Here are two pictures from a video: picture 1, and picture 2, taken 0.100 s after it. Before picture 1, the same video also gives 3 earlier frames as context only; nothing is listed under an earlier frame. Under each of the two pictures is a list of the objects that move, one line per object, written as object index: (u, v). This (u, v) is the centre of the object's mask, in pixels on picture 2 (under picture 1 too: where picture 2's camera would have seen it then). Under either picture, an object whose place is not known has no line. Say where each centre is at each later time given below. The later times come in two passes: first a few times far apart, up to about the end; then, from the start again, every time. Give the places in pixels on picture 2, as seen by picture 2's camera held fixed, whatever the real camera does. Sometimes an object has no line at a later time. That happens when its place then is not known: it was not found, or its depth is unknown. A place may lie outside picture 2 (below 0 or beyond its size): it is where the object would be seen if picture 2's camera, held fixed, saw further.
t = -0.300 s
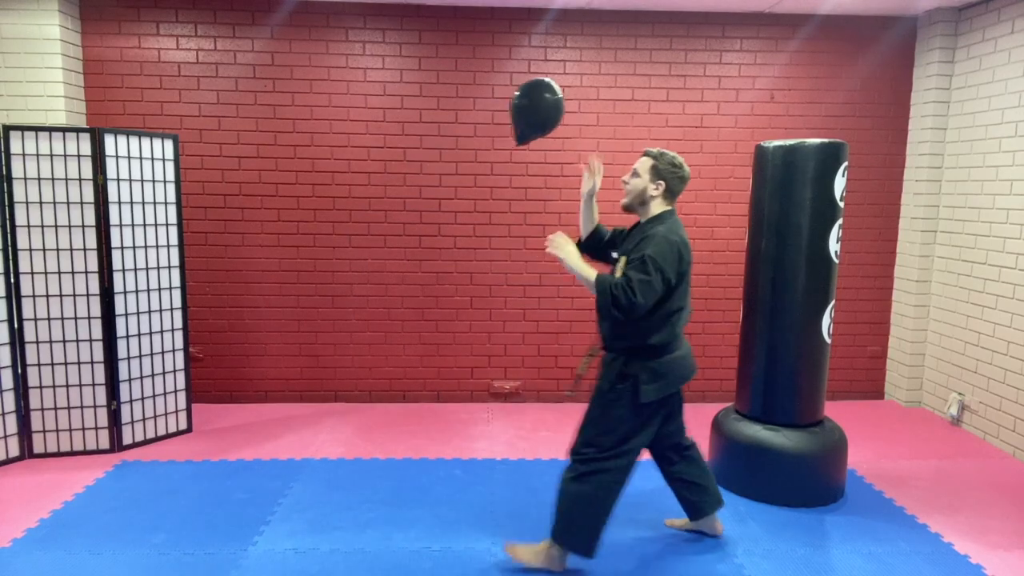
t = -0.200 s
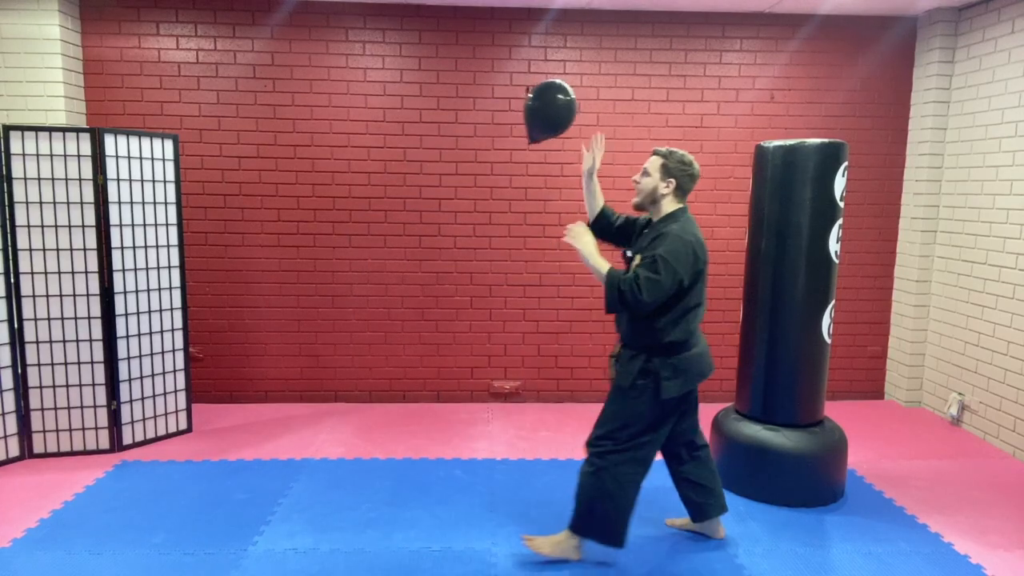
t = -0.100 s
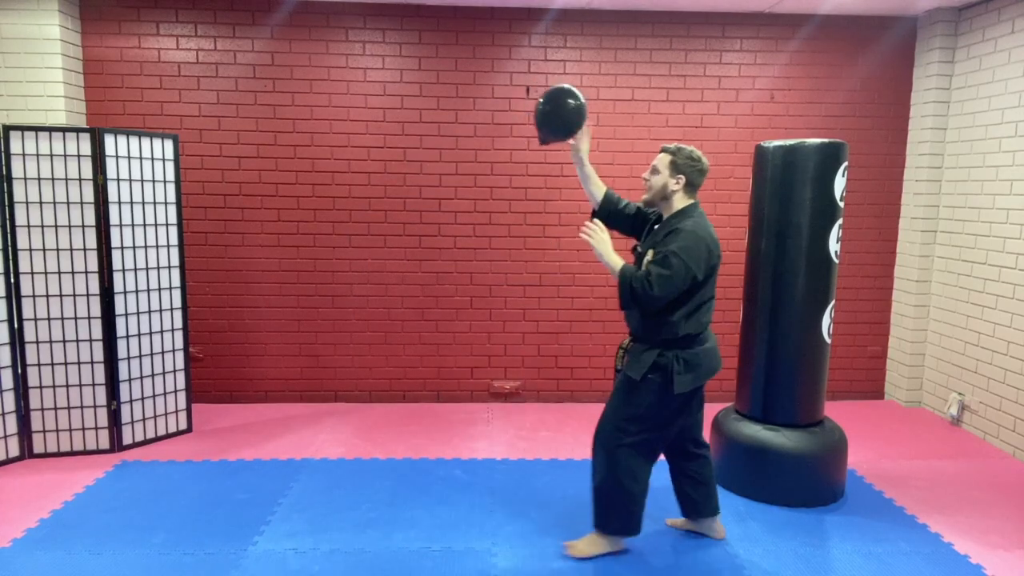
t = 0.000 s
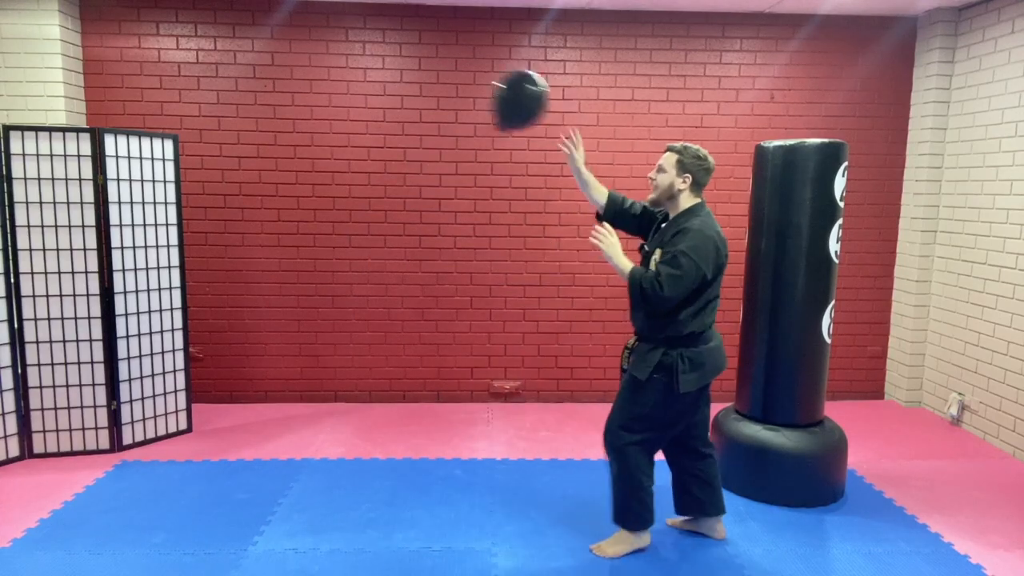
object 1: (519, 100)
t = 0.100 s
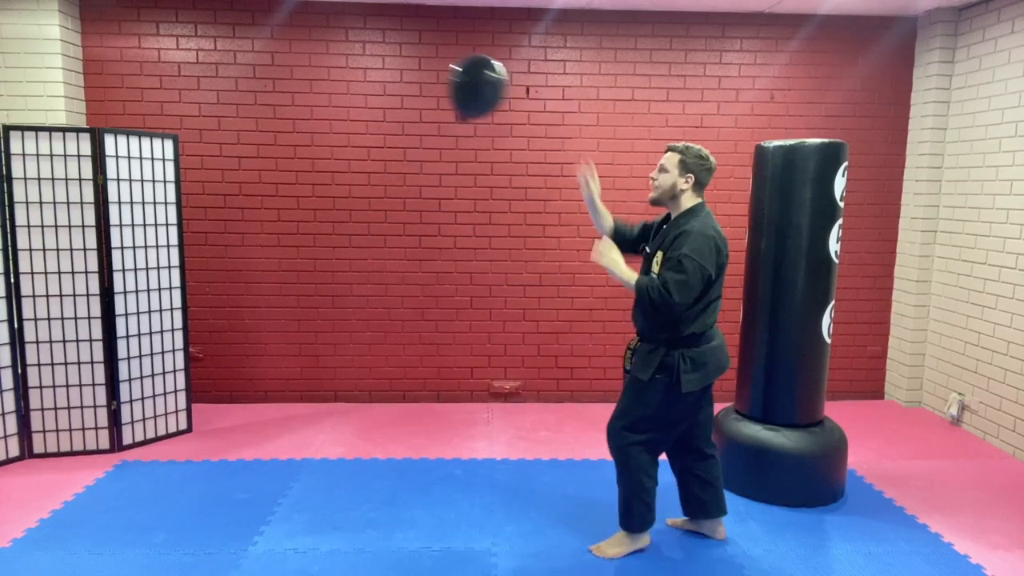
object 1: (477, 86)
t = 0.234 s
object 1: (429, 68)
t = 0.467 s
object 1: (375, 41)
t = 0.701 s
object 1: (345, 33)
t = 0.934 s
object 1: (323, 51)
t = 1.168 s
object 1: (308, 96)
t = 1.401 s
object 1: (302, 158)
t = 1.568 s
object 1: (304, 209)
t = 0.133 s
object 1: (463, 83)
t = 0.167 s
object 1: (452, 78)
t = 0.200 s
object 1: (440, 73)
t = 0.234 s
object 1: (429, 68)
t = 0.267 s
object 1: (420, 63)
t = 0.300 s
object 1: (411, 59)
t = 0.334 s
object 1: (403, 55)
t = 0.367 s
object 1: (395, 51)
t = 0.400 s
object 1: (388, 47)
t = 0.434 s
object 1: (382, 44)
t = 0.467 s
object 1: (375, 41)
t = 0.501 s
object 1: (370, 38)
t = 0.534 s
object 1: (365, 36)
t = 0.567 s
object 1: (360, 35)
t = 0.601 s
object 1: (356, 34)
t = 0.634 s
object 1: (353, 33)
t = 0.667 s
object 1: (349, 33)
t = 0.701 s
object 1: (345, 33)
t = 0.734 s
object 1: (342, 34)
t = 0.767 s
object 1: (339, 35)
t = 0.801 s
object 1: (336, 37)
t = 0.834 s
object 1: (332, 39)
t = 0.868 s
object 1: (329, 43)
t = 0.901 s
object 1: (326, 47)
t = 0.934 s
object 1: (323, 51)
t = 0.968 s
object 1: (320, 56)
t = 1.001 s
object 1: (318, 61)
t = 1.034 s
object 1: (315, 68)
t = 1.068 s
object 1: (314, 75)
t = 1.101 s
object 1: (311, 81)
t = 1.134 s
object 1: (309, 89)
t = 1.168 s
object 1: (308, 96)
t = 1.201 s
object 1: (306, 105)
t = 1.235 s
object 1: (305, 113)
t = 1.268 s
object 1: (304, 121)
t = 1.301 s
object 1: (303, 130)
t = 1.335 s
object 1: (302, 140)
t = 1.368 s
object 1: (302, 149)
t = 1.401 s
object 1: (302, 158)
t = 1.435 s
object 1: (302, 168)
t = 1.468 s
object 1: (302, 178)
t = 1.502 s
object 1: (303, 189)
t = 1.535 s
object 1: (303, 199)
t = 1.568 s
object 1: (304, 209)
